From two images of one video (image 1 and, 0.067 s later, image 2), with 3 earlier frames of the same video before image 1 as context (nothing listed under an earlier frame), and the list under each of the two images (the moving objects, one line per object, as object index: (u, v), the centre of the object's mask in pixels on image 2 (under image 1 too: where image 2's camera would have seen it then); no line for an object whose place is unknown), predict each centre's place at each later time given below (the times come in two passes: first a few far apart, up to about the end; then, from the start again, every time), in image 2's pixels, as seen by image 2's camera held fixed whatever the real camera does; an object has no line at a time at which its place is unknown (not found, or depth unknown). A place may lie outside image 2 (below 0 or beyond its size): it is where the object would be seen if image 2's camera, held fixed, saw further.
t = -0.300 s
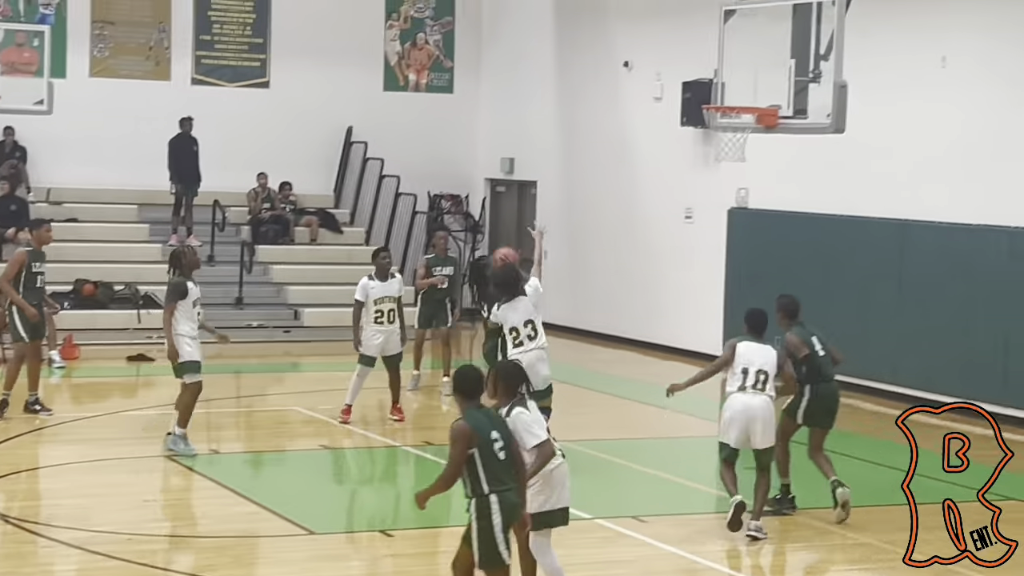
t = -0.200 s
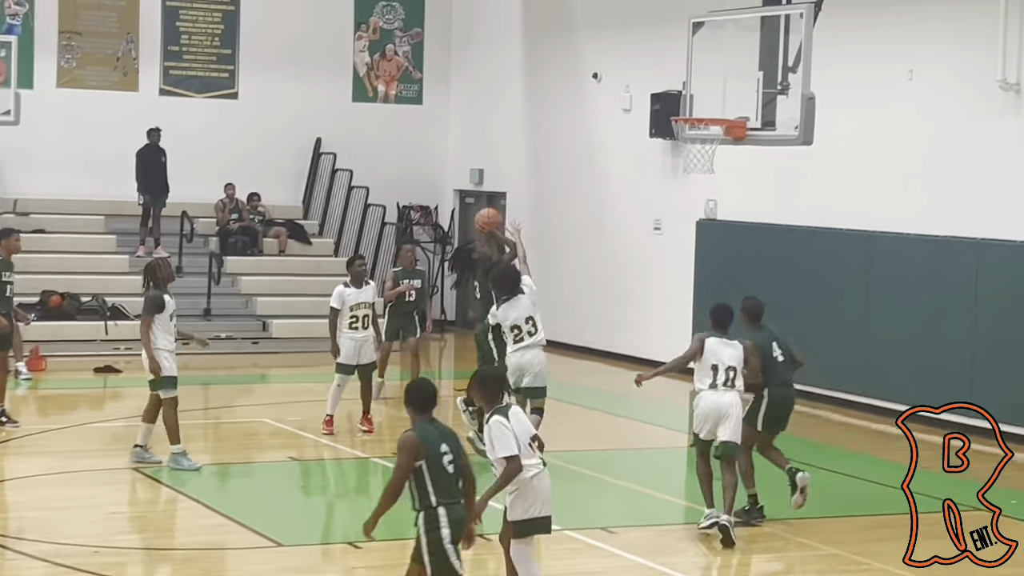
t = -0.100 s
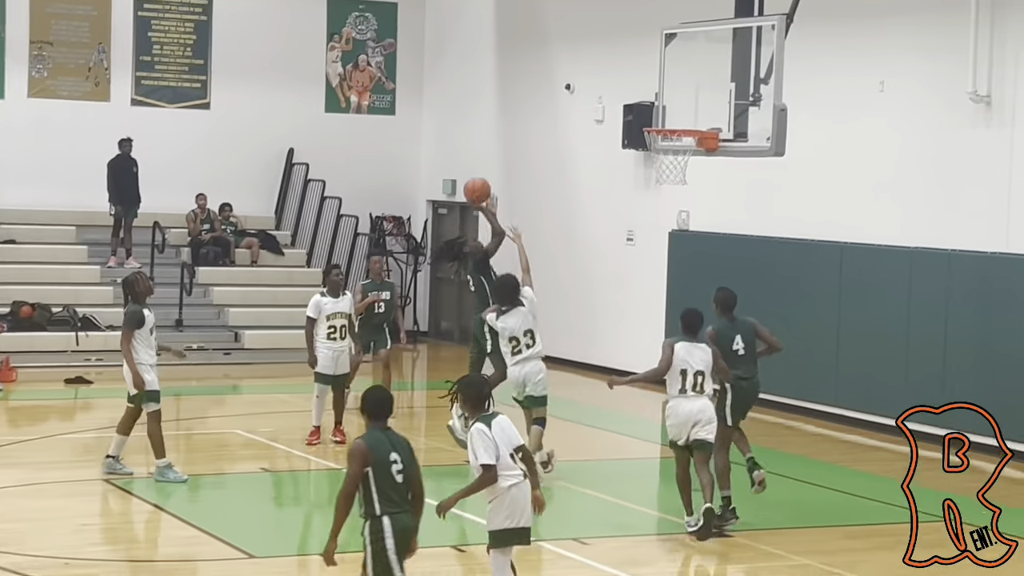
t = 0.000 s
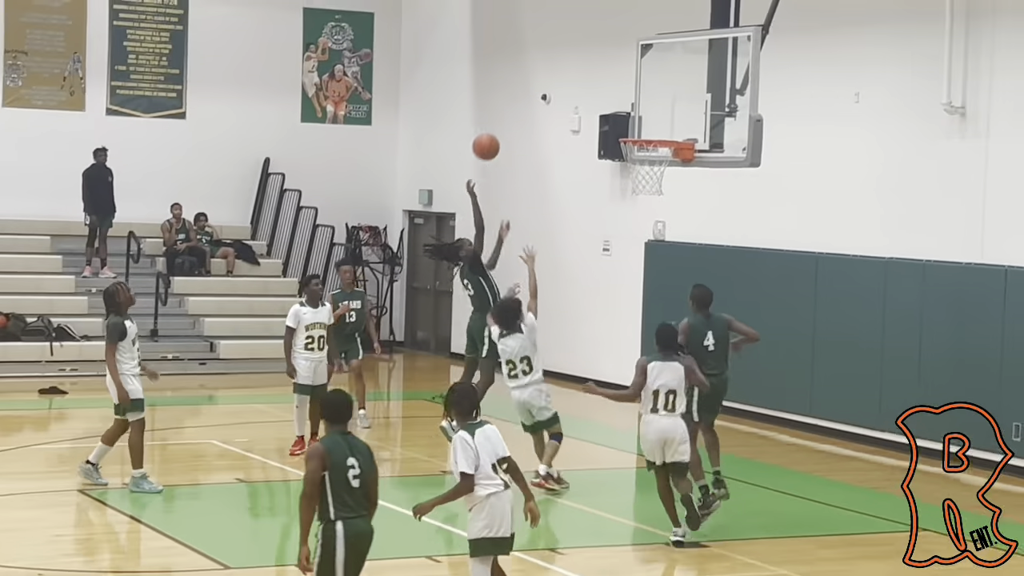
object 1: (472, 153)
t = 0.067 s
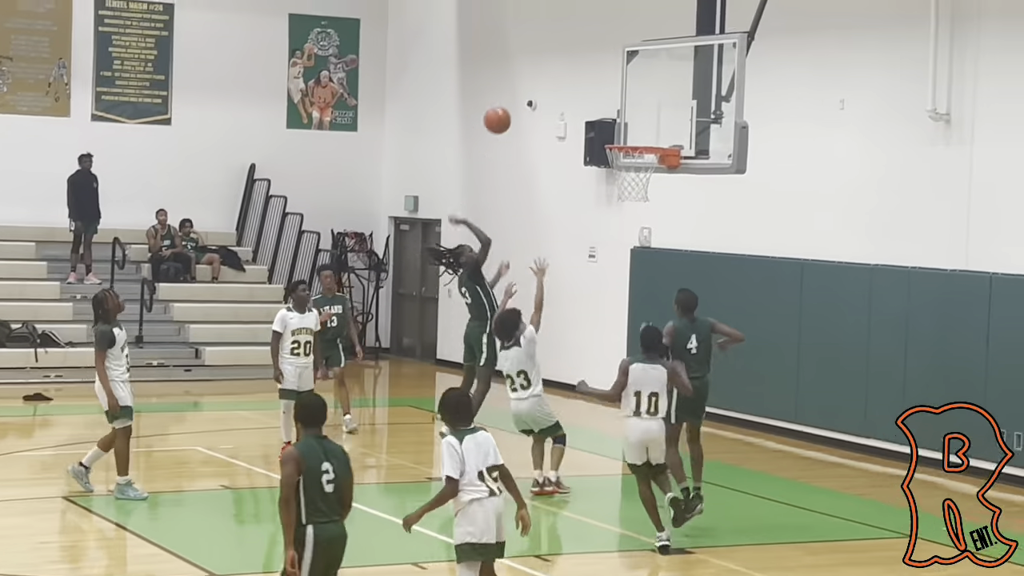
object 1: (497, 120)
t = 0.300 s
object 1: (582, 45)
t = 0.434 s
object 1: (630, 31)
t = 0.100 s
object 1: (509, 106)
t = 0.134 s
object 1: (522, 93)
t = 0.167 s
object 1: (534, 81)
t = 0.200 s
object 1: (546, 70)
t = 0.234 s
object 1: (558, 61)
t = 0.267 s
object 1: (570, 53)
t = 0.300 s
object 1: (582, 45)
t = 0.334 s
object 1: (594, 40)
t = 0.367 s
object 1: (606, 36)
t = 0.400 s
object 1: (618, 32)
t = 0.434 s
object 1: (630, 31)
